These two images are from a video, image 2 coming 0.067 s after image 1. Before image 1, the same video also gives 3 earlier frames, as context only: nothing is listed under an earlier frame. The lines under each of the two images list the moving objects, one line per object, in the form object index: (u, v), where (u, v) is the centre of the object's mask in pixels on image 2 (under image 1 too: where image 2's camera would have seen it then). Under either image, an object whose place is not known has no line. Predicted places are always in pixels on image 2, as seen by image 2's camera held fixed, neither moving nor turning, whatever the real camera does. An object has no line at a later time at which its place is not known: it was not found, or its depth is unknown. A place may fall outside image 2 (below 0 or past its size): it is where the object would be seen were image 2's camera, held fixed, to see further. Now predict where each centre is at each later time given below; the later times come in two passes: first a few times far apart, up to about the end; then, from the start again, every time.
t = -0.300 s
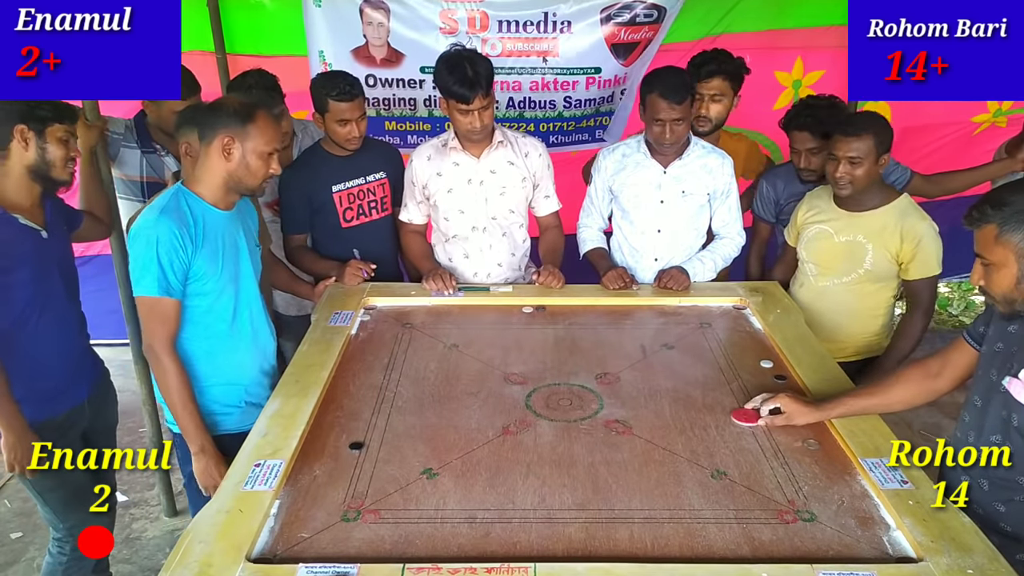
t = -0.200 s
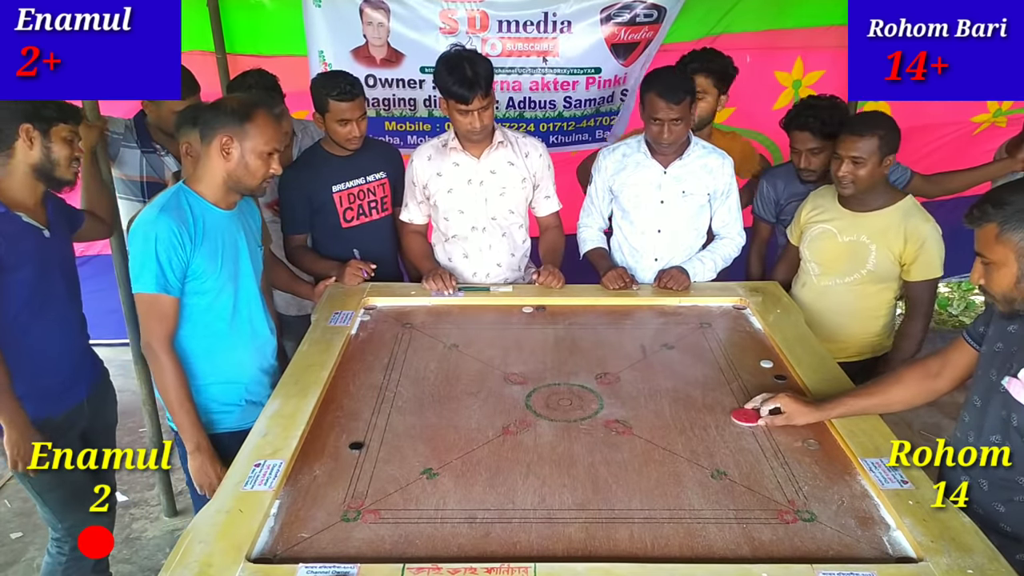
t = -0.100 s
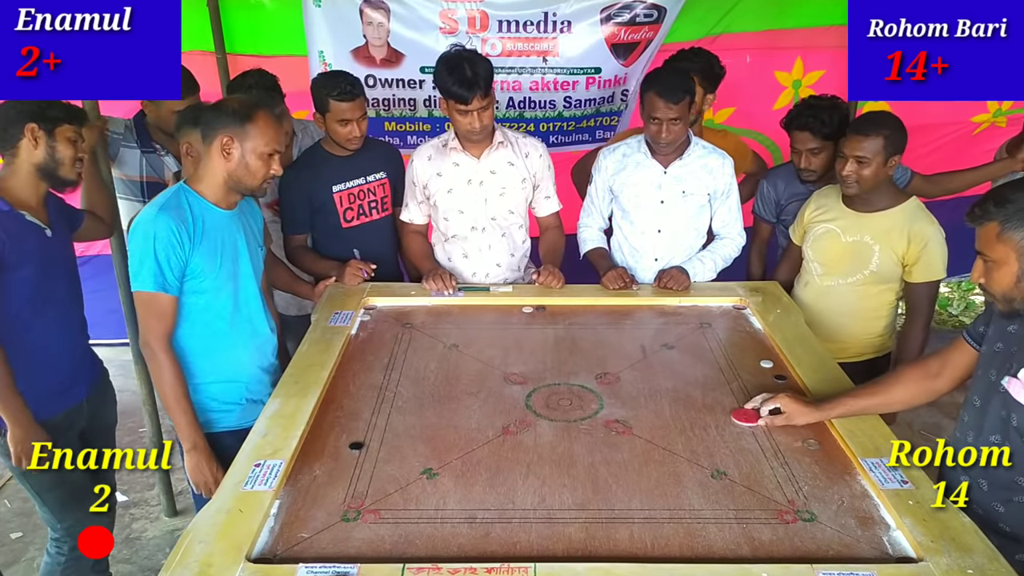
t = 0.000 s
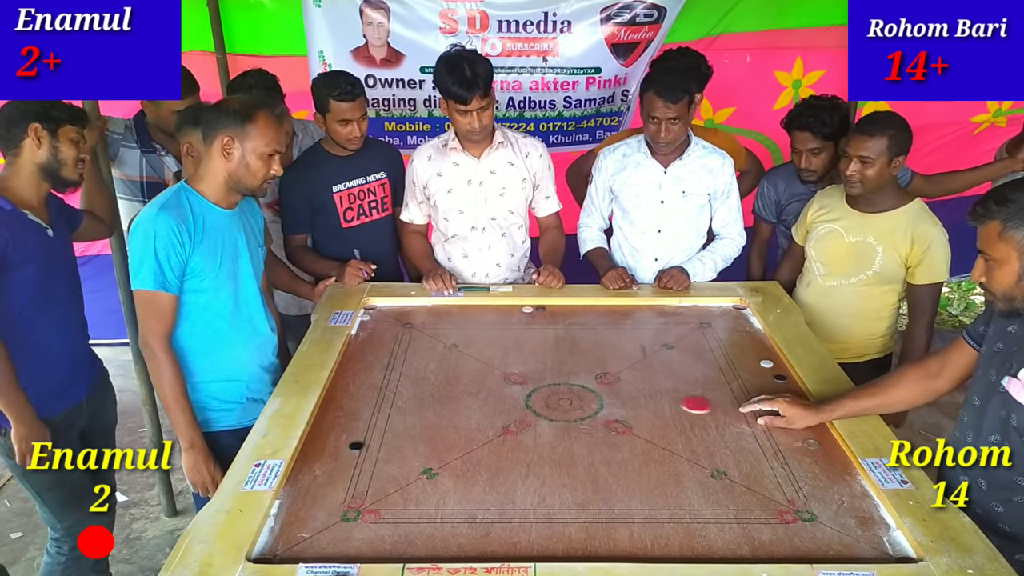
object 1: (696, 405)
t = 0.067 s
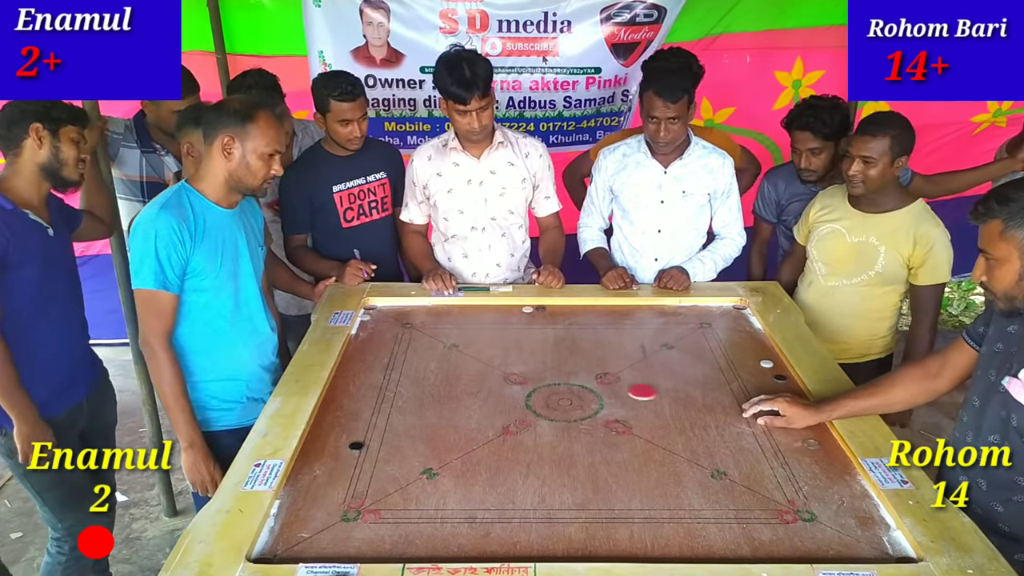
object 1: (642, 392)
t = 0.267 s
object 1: (511, 356)
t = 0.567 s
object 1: (376, 324)
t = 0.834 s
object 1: (372, 316)
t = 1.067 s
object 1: (372, 316)
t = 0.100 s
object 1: (617, 385)
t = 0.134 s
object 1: (594, 379)
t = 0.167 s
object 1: (571, 373)
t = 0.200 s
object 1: (550, 368)
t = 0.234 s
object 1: (529, 363)
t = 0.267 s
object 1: (511, 356)
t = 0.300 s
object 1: (493, 352)
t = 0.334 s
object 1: (474, 348)
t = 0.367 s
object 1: (458, 344)
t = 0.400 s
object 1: (443, 341)
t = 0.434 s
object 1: (428, 338)
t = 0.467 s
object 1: (413, 333)
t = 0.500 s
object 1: (400, 330)
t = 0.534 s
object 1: (387, 327)
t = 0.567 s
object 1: (376, 324)
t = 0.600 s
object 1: (368, 321)
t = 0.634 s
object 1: (369, 320)
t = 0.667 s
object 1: (369, 319)
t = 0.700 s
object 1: (369, 318)
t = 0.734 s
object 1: (371, 317)
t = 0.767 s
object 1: (371, 317)
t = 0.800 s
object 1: (371, 317)
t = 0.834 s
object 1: (372, 316)
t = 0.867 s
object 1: (372, 316)
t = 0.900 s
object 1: (372, 316)
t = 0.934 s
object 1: (372, 316)
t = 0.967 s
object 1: (372, 316)
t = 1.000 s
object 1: (372, 316)
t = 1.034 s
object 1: (372, 316)
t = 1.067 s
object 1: (372, 316)
